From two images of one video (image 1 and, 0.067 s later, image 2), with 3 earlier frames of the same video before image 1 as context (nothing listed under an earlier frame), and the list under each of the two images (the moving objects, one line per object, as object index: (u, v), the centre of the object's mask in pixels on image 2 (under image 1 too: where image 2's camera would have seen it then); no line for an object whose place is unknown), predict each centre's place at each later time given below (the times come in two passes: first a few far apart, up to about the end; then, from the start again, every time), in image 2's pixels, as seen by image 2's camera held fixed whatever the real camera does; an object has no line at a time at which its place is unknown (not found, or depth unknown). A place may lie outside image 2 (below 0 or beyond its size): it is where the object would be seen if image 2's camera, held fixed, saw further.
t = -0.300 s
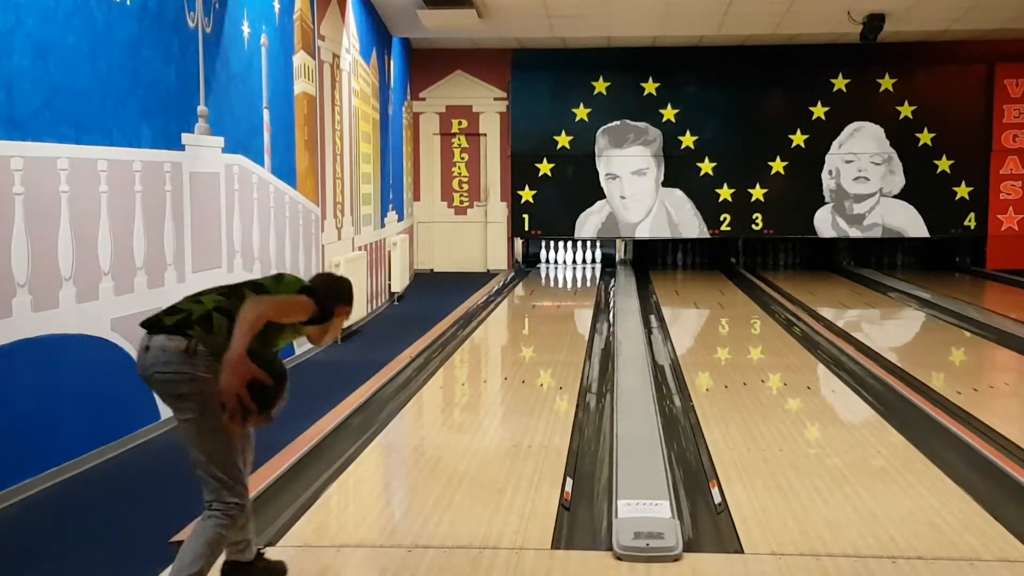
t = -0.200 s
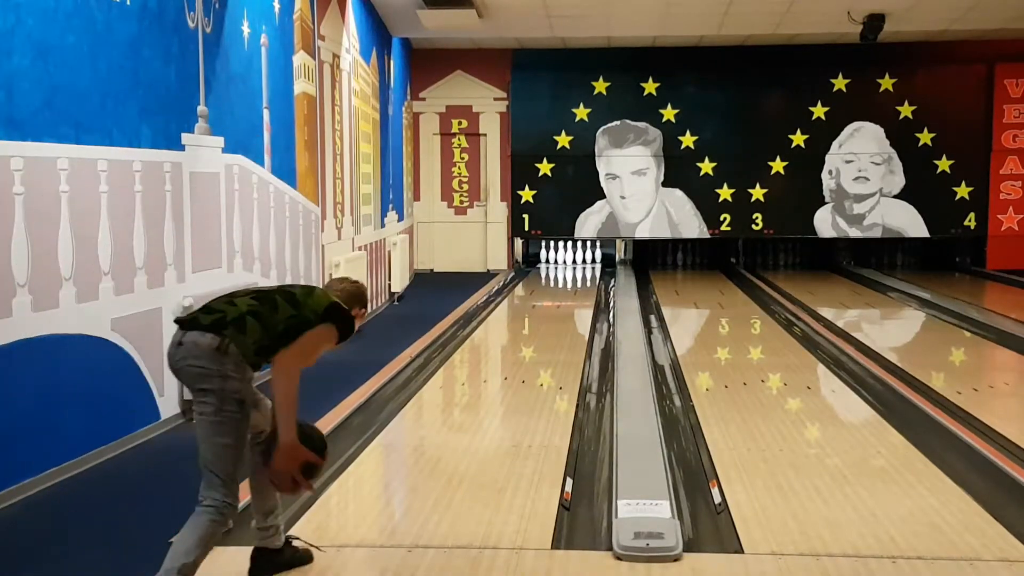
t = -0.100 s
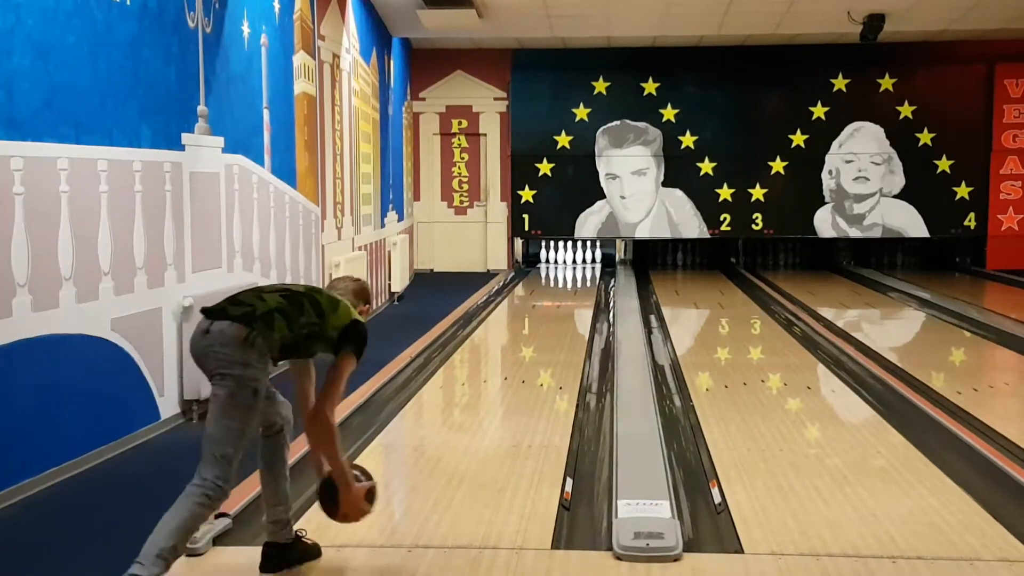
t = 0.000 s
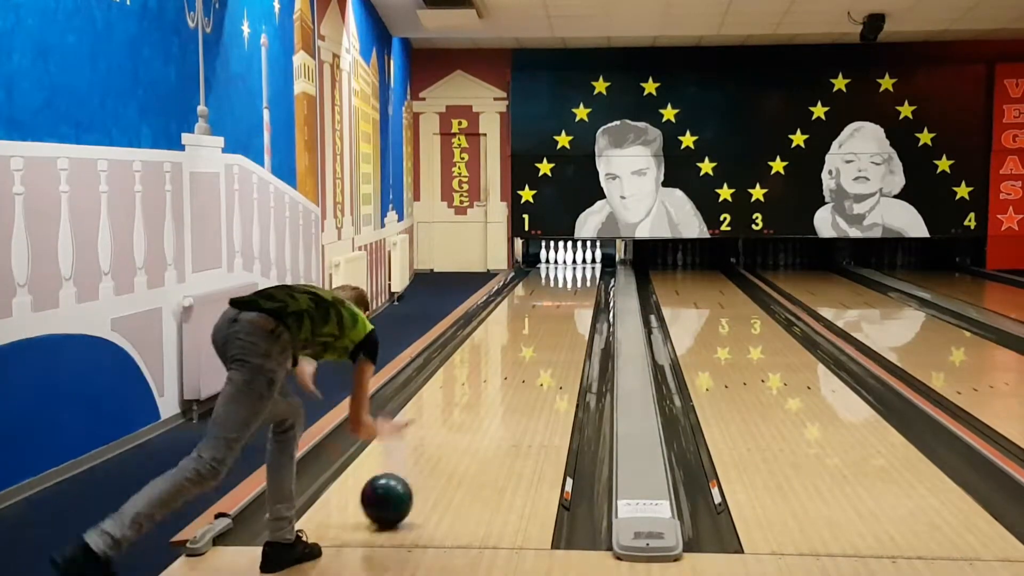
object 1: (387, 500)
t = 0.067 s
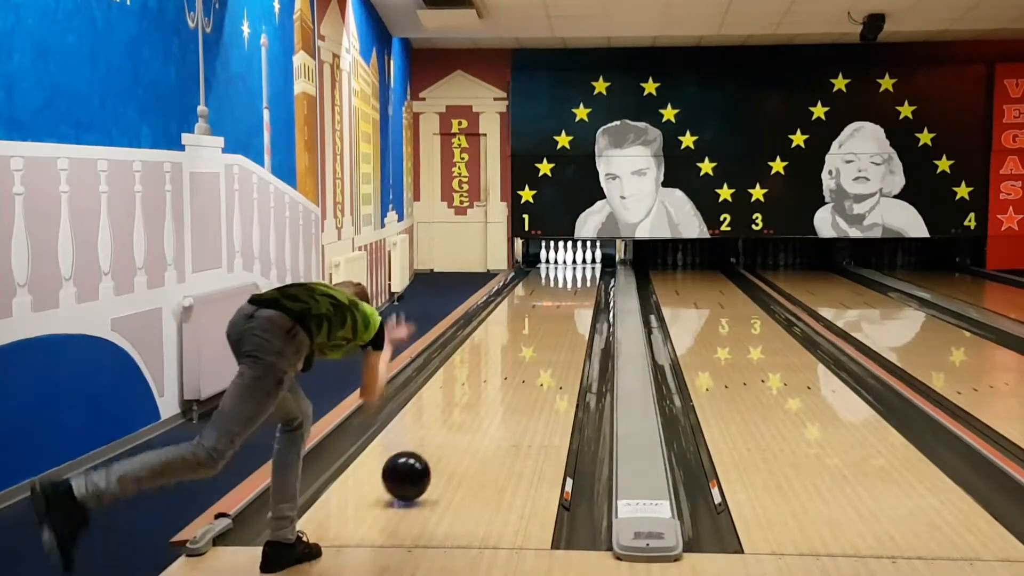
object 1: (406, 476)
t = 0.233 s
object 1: (445, 438)
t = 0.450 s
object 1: (481, 398)
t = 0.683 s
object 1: (507, 368)
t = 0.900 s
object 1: (524, 347)
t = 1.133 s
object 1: (538, 329)
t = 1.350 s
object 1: (548, 315)
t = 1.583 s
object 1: (557, 303)
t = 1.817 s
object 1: (563, 293)
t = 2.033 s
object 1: (568, 286)
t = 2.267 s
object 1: (570, 278)
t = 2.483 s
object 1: (569, 272)
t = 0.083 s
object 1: (411, 472)
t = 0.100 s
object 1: (415, 469)
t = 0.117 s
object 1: (419, 466)
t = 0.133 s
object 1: (423, 461)
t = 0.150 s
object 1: (427, 457)
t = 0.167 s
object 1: (431, 453)
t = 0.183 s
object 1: (435, 449)
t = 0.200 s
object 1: (438, 445)
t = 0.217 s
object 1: (442, 441)
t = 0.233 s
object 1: (445, 438)
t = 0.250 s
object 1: (449, 434)
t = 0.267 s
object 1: (452, 431)
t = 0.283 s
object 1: (455, 427)
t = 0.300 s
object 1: (458, 424)
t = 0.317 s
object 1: (461, 421)
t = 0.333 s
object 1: (464, 418)
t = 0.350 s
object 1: (466, 415)
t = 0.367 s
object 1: (469, 412)
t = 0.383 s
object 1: (472, 409)
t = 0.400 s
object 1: (474, 406)
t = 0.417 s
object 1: (476, 404)
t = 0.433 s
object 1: (479, 401)
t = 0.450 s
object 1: (481, 398)
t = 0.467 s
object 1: (483, 396)
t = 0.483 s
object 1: (485, 393)
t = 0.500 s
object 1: (487, 391)
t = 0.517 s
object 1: (489, 388)
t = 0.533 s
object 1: (491, 386)
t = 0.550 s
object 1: (493, 384)
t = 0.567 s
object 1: (495, 382)
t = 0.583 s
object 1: (497, 380)
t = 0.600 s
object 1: (499, 378)
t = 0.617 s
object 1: (500, 376)
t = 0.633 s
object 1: (502, 374)
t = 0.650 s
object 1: (504, 372)
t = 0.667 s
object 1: (505, 370)
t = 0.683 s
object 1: (507, 368)
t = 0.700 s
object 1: (508, 366)
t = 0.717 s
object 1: (510, 364)
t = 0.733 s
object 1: (511, 363)
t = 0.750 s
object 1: (513, 361)
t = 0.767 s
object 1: (514, 359)
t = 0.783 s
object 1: (515, 358)
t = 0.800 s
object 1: (517, 356)
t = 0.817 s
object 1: (518, 354)
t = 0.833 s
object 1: (519, 353)
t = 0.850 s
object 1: (521, 351)
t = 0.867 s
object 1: (522, 349)
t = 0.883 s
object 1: (523, 348)
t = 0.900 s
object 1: (524, 347)
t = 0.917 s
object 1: (526, 345)
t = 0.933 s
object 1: (527, 343)
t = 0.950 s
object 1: (528, 342)
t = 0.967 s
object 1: (529, 341)
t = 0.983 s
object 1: (530, 340)
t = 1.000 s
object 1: (531, 338)
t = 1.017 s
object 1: (532, 337)
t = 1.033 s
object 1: (533, 336)
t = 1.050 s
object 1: (534, 335)
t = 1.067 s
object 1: (535, 333)
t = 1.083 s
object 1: (536, 332)
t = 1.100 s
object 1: (536, 331)
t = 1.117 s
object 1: (537, 330)
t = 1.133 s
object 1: (538, 329)
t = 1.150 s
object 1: (539, 328)
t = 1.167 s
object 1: (540, 327)
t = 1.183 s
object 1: (541, 325)
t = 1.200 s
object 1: (542, 324)
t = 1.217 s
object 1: (542, 323)
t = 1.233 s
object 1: (543, 322)
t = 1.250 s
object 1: (544, 321)
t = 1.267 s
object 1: (545, 320)
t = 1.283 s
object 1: (546, 319)
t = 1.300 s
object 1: (546, 318)
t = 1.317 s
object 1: (547, 317)
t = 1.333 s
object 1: (548, 316)
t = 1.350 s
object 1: (548, 315)
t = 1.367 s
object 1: (549, 314)
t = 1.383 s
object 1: (550, 313)
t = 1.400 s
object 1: (550, 312)
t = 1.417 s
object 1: (551, 311)
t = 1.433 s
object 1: (552, 310)
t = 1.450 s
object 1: (552, 310)
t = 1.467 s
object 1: (553, 309)
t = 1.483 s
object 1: (553, 308)
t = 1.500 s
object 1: (554, 307)
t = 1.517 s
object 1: (555, 306)
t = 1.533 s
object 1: (555, 306)
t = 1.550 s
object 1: (556, 305)
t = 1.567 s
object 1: (556, 304)
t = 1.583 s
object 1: (557, 303)
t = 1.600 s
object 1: (557, 302)
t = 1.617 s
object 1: (558, 302)
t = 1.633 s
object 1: (558, 301)
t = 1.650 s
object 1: (559, 300)
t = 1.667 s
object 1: (559, 299)
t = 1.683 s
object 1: (560, 299)
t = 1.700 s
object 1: (560, 298)
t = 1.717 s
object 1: (561, 297)
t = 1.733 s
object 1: (561, 297)
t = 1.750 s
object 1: (561, 296)
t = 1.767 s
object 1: (562, 295)
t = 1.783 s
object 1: (562, 294)
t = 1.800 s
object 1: (563, 294)
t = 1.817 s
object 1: (563, 293)
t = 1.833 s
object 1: (564, 293)
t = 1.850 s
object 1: (564, 292)
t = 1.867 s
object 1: (564, 291)
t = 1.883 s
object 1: (565, 291)
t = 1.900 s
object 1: (565, 290)
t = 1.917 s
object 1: (566, 289)
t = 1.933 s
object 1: (566, 289)
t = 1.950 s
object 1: (566, 288)
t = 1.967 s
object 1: (567, 288)
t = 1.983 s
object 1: (567, 288)
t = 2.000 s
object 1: (567, 287)
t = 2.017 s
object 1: (567, 286)
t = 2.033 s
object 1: (568, 286)
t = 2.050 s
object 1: (568, 285)
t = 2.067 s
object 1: (568, 284)
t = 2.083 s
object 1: (569, 284)
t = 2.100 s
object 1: (569, 283)
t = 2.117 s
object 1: (569, 283)
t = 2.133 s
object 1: (569, 282)
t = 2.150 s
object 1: (569, 282)
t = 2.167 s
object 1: (569, 281)
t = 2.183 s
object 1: (569, 281)
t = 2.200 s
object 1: (570, 280)
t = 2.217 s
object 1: (570, 279)
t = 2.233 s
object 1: (570, 279)
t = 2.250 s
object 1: (570, 279)
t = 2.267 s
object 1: (570, 278)
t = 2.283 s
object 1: (570, 278)
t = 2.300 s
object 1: (570, 277)
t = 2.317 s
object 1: (570, 277)
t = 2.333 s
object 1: (570, 276)
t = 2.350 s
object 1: (570, 276)
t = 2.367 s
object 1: (570, 276)
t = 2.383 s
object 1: (570, 275)
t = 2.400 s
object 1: (570, 275)
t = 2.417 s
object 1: (570, 274)
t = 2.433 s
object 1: (570, 273)
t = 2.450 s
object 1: (570, 273)
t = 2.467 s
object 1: (569, 273)
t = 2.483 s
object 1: (569, 272)
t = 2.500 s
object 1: (569, 272)
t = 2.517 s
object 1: (569, 272)
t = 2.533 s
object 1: (568, 271)
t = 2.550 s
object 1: (568, 271)
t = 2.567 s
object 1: (568, 270)
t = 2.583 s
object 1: (568, 270)
